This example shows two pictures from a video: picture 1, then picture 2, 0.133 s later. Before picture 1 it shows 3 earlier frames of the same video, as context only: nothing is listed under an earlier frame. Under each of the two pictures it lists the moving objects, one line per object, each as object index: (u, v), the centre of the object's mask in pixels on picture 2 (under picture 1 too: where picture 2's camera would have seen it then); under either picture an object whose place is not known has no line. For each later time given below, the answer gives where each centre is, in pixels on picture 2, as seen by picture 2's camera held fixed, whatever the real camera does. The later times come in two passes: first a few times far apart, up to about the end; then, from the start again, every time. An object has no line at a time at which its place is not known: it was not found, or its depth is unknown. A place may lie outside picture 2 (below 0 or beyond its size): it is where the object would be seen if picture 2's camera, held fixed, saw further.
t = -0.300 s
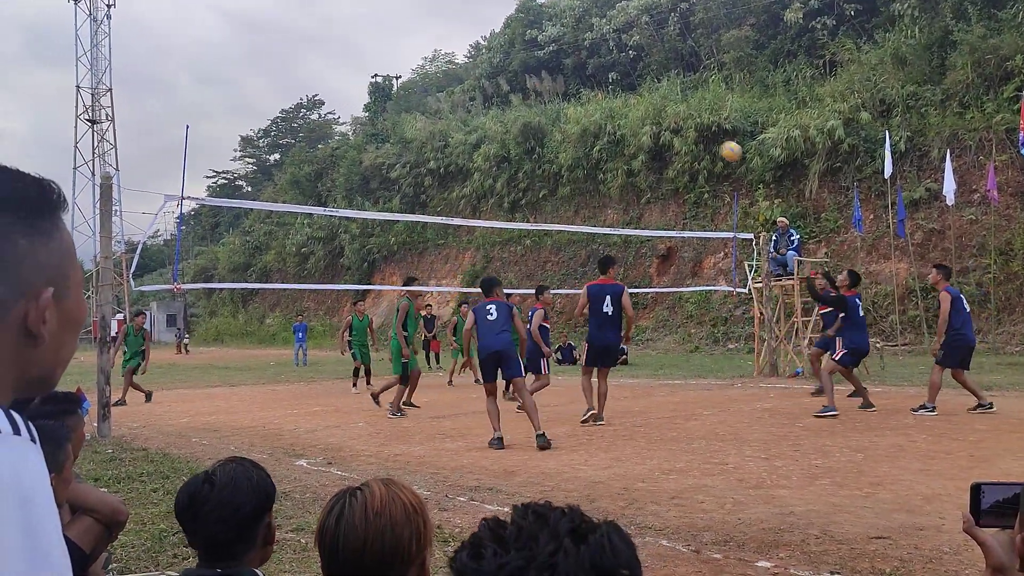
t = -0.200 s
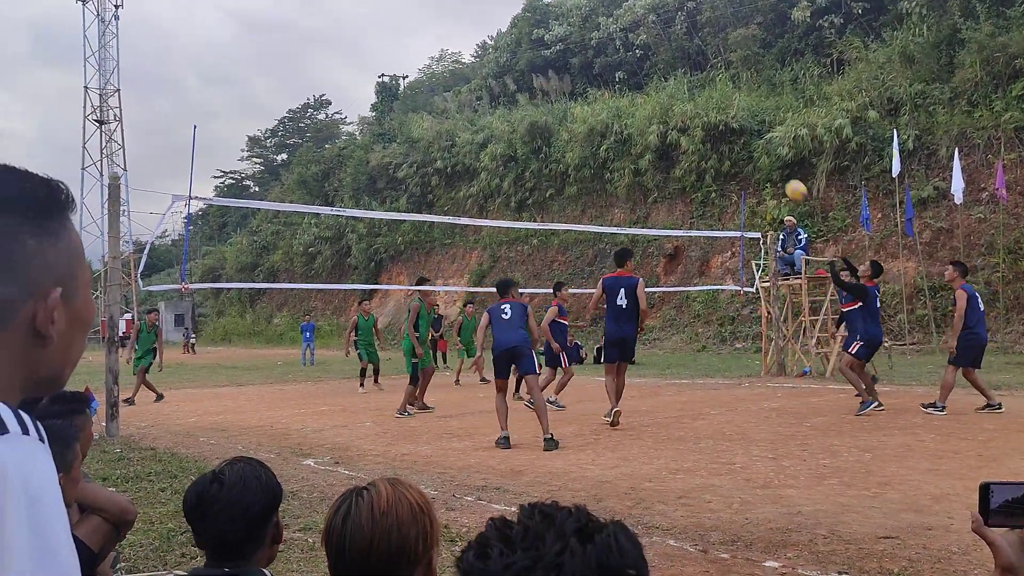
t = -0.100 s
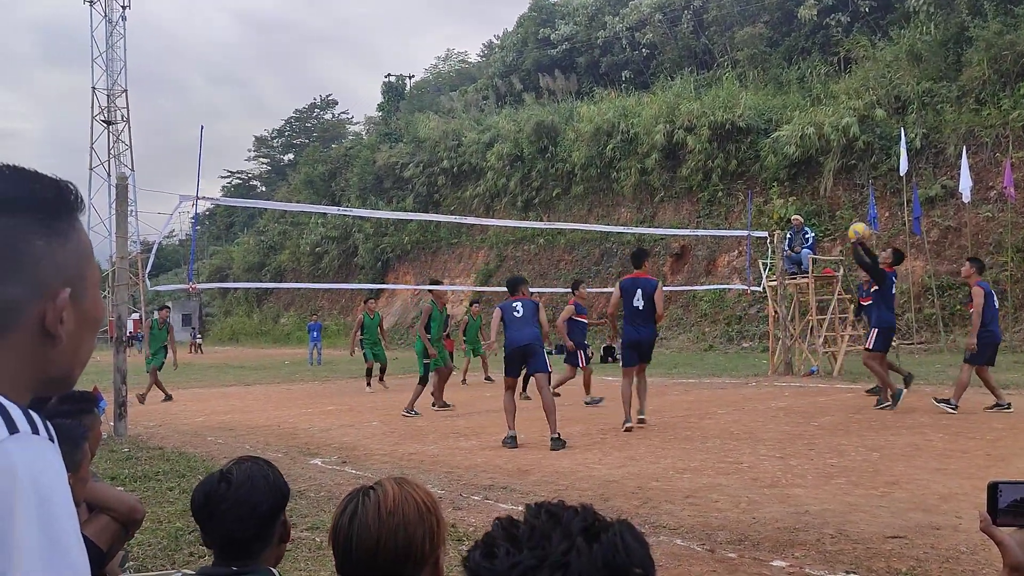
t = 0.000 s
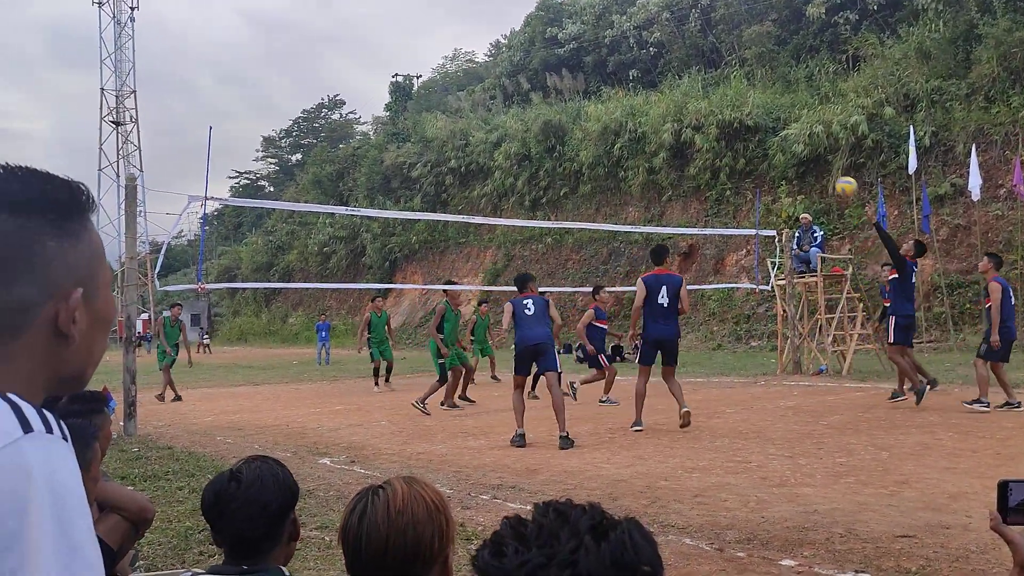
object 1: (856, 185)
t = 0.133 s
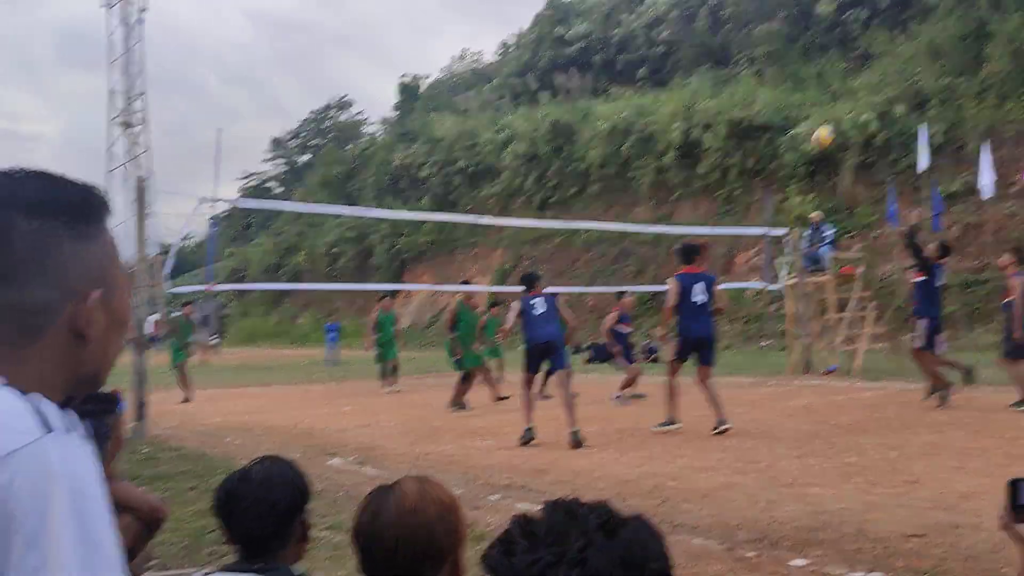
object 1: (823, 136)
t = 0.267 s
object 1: (790, 107)
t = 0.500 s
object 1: (741, 92)
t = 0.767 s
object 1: (690, 129)
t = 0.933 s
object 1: (662, 180)
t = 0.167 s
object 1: (815, 128)
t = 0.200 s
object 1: (806, 120)
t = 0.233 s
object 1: (798, 113)
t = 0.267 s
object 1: (790, 107)
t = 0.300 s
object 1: (783, 102)
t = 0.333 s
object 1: (776, 99)
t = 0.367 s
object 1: (768, 95)
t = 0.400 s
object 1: (761, 93)
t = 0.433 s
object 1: (754, 91)
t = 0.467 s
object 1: (748, 91)
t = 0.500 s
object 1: (741, 92)
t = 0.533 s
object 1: (734, 93)
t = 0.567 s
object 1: (728, 96)
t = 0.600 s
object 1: (721, 99)
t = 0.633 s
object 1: (715, 103)
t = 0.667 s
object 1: (708, 108)
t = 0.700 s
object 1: (702, 114)
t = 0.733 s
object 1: (696, 121)
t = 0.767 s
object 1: (690, 129)
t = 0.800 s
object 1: (684, 138)
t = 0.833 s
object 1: (679, 146)
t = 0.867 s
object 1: (673, 157)
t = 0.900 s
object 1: (667, 167)
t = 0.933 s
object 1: (662, 180)
